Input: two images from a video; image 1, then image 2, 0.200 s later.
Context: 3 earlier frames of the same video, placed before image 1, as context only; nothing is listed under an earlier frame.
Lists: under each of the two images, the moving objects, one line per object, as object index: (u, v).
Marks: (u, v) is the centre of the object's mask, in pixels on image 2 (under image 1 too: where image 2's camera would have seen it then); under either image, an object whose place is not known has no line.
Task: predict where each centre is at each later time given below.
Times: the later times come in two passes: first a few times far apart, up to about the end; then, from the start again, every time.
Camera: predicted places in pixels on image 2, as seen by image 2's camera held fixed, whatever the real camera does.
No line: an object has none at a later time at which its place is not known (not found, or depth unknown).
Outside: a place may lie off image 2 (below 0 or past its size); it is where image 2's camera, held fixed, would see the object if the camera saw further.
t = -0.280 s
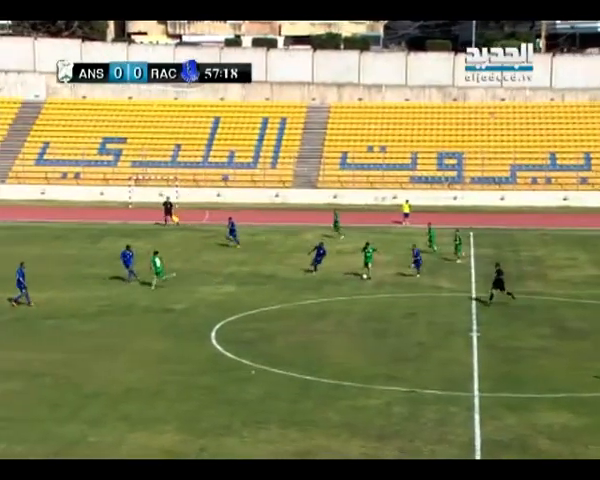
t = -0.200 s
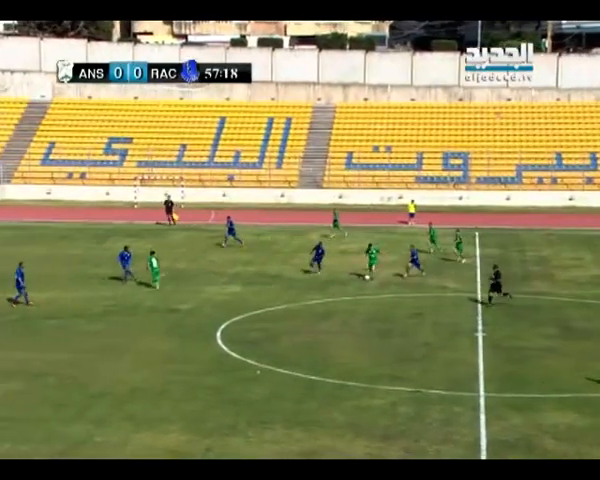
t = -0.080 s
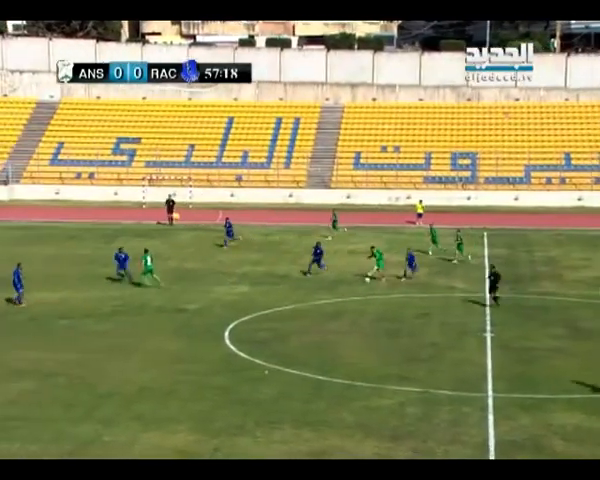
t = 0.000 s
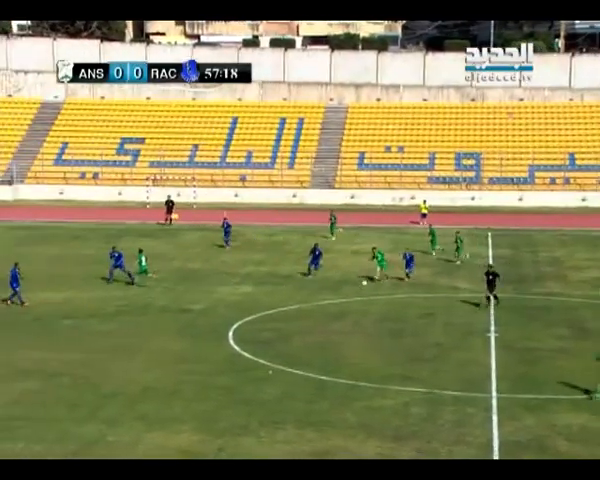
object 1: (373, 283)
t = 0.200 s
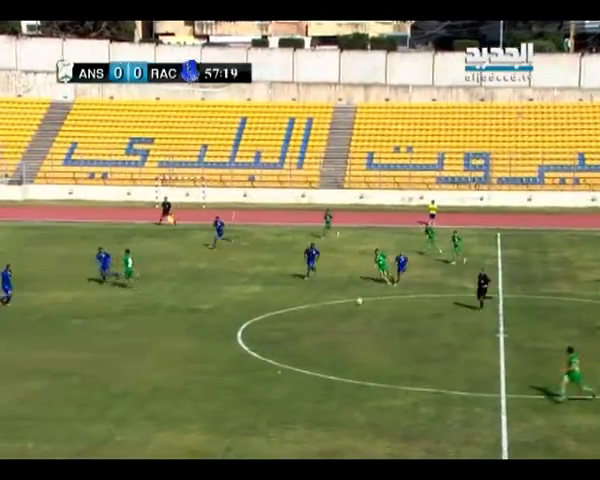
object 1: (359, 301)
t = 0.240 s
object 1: (357, 305)
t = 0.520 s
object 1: (348, 322)
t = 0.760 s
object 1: (345, 336)
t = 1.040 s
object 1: (342, 351)
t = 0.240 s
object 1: (357, 305)
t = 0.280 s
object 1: (355, 307)
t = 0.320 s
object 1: (354, 309)
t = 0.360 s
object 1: (353, 311)
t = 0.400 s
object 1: (352, 314)
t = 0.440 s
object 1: (350, 318)
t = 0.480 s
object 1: (349, 320)
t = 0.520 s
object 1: (348, 322)
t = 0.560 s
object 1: (348, 324)
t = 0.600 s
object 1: (347, 327)
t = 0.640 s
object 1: (347, 329)
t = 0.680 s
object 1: (346, 333)
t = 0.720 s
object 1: (346, 335)
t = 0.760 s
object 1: (345, 336)
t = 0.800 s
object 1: (344, 338)
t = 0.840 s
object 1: (344, 340)
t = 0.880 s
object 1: (343, 342)
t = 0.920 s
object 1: (343, 346)
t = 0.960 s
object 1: (342, 350)
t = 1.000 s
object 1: (342, 350)
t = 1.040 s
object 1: (342, 351)
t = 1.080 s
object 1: (341, 353)
